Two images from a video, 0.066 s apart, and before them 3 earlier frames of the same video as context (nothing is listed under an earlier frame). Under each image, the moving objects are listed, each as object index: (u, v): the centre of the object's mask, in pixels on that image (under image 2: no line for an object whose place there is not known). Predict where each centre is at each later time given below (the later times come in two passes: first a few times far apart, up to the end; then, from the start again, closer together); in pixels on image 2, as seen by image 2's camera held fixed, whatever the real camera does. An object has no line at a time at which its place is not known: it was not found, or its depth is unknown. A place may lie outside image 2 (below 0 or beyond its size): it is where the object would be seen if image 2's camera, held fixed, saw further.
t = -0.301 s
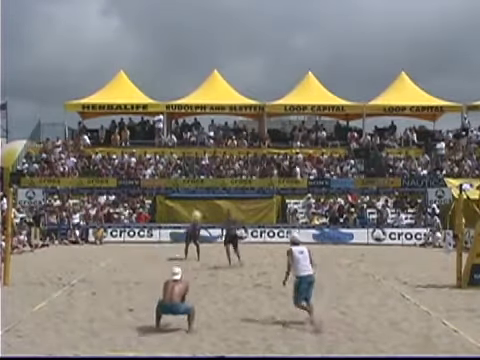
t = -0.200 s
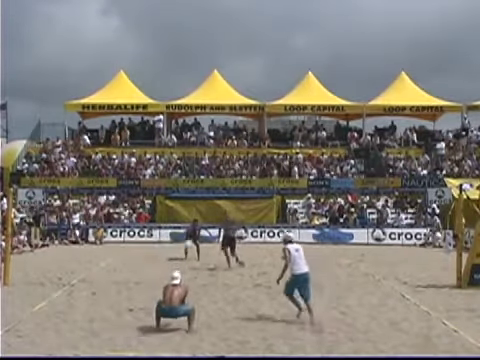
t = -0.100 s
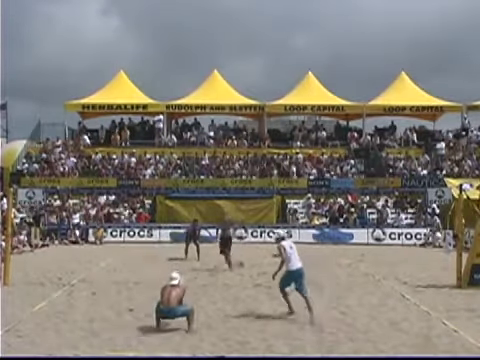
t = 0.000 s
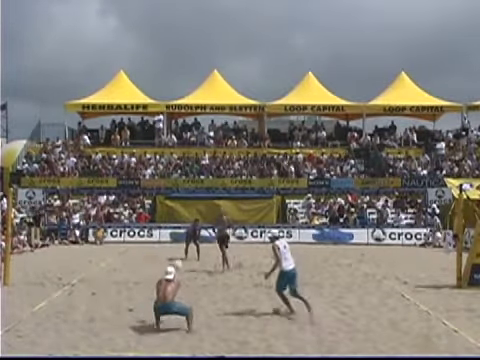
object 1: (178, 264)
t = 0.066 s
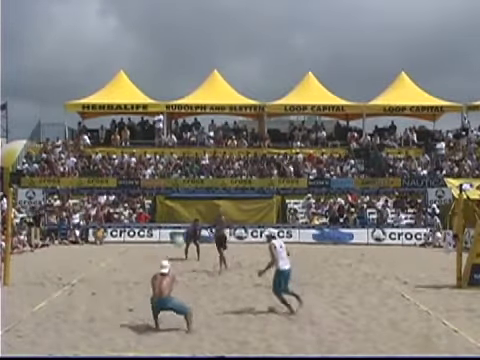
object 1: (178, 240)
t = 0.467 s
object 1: (186, 156)
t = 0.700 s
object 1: (189, 145)
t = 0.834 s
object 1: (192, 150)
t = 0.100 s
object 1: (179, 228)
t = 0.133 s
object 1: (179, 219)
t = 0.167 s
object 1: (180, 209)
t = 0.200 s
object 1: (181, 201)
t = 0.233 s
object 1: (181, 194)
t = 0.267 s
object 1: (182, 186)
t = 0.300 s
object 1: (182, 178)
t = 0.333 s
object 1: (183, 172)
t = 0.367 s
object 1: (183, 169)
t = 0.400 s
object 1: (184, 164)
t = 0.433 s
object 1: (185, 159)
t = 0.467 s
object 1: (186, 156)
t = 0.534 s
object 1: (187, 150)
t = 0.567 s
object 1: (187, 147)
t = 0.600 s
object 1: (188, 146)
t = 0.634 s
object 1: (189, 146)
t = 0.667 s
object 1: (189, 145)
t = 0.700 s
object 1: (189, 145)
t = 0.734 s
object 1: (190, 145)
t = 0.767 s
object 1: (190, 147)
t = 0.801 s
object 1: (191, 148)
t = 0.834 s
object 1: (192, 150)
